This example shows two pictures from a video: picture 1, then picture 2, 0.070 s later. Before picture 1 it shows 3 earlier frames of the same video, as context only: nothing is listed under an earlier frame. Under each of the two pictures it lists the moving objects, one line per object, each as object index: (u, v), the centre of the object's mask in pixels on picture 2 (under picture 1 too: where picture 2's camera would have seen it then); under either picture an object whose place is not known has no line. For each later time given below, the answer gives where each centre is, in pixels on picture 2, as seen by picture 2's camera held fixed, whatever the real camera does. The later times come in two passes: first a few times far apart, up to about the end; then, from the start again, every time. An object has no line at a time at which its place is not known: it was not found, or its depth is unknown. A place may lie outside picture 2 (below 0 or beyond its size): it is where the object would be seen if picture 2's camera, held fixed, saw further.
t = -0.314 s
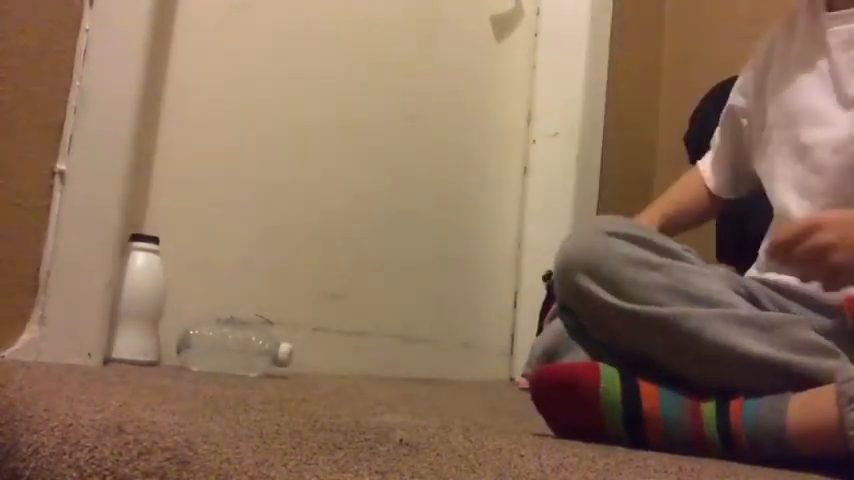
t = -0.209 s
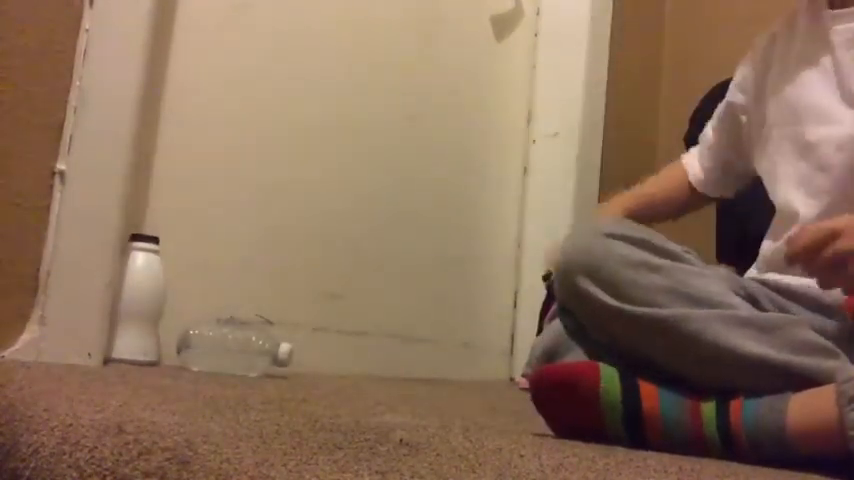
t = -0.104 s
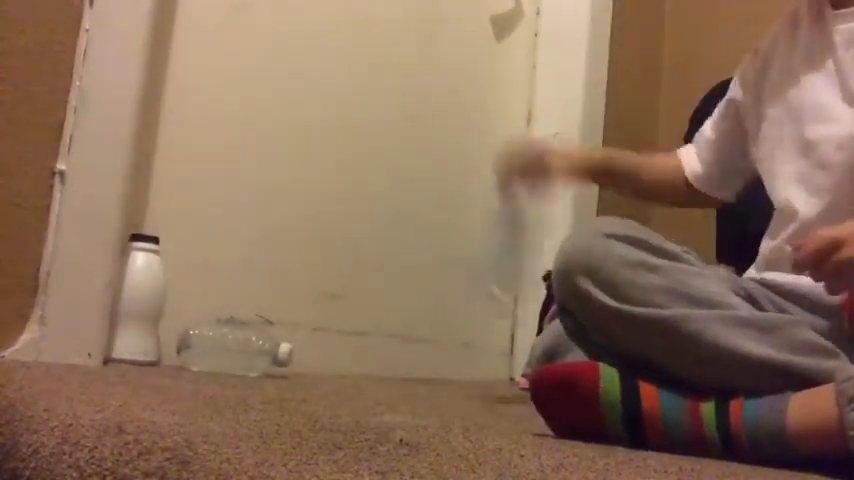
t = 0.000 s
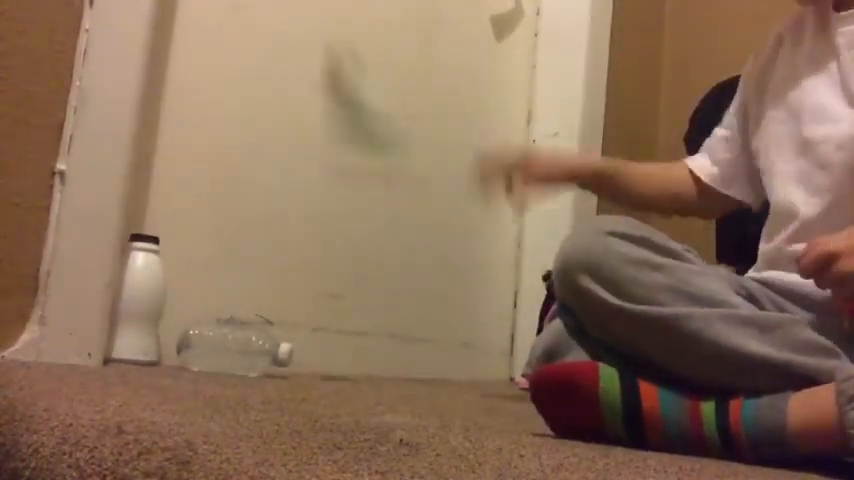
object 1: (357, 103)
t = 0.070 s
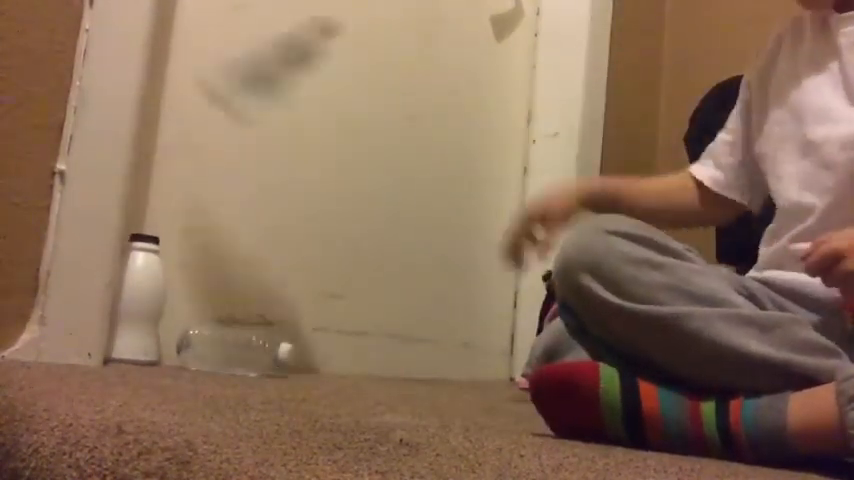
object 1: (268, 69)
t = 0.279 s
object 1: (178, 148)
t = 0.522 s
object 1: (188, 291)
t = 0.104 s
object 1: (239, 50)
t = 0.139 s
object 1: (225, 49)
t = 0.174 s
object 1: (221, 63)
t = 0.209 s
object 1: (209, 89)
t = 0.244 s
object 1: (193, 116)
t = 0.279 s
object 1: (178, 148)
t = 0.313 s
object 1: (165, 187)
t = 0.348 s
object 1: (164, 181)
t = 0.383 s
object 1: (167, 225)
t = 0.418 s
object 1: (171, 237)
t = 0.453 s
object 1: (174, 248)
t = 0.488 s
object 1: (181, 271)
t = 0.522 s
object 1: (188, 291)
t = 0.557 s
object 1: (200, 294)
